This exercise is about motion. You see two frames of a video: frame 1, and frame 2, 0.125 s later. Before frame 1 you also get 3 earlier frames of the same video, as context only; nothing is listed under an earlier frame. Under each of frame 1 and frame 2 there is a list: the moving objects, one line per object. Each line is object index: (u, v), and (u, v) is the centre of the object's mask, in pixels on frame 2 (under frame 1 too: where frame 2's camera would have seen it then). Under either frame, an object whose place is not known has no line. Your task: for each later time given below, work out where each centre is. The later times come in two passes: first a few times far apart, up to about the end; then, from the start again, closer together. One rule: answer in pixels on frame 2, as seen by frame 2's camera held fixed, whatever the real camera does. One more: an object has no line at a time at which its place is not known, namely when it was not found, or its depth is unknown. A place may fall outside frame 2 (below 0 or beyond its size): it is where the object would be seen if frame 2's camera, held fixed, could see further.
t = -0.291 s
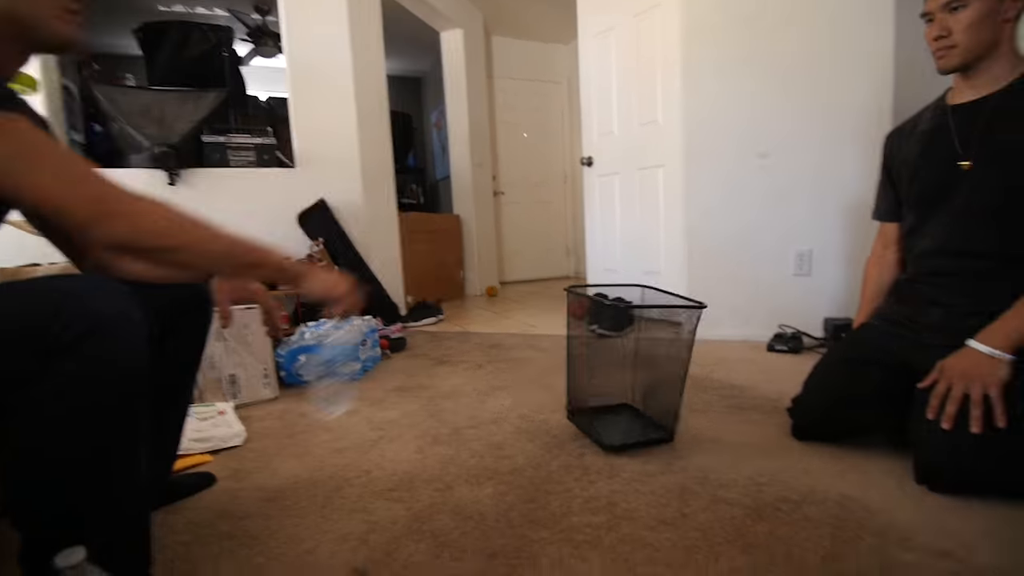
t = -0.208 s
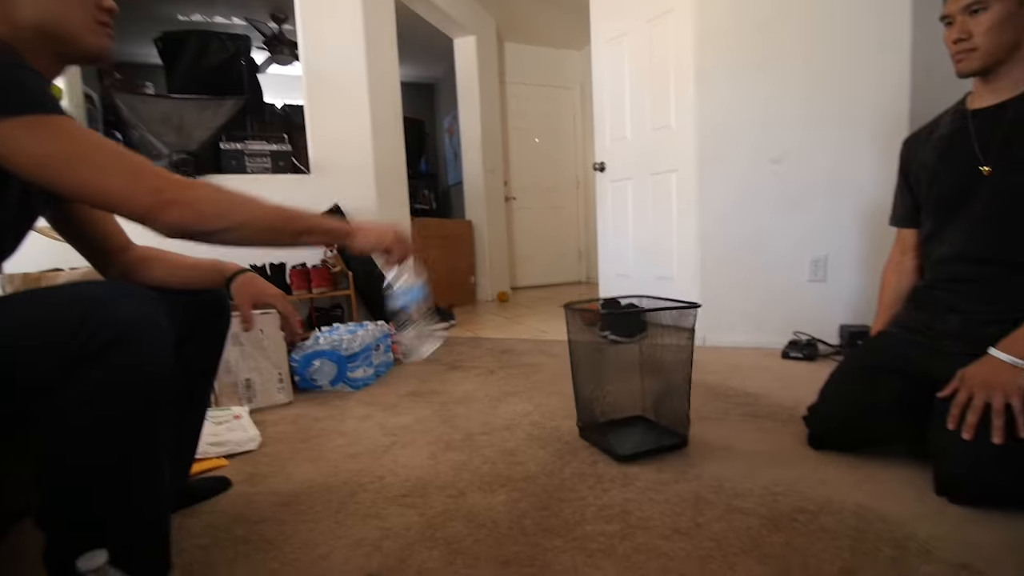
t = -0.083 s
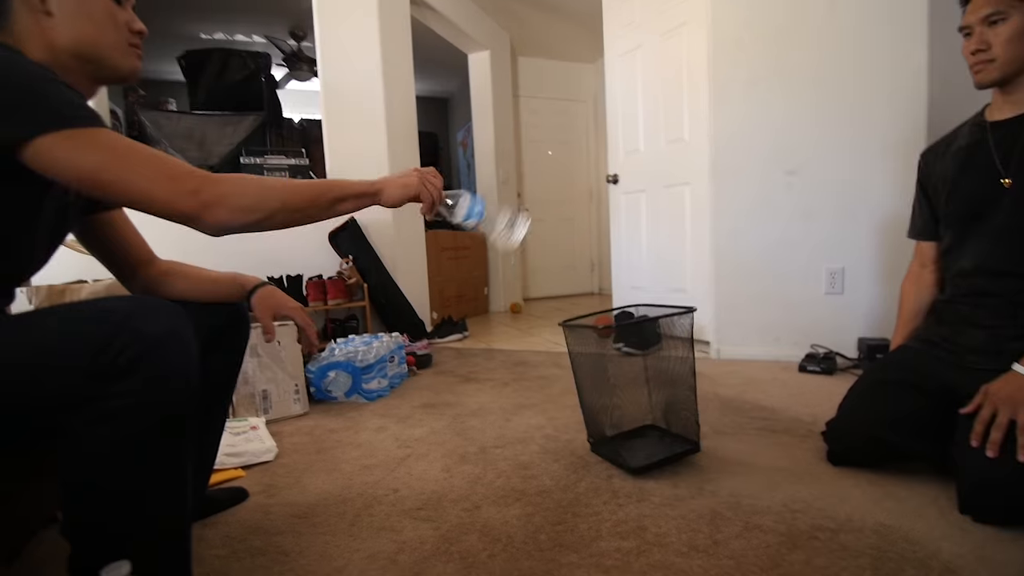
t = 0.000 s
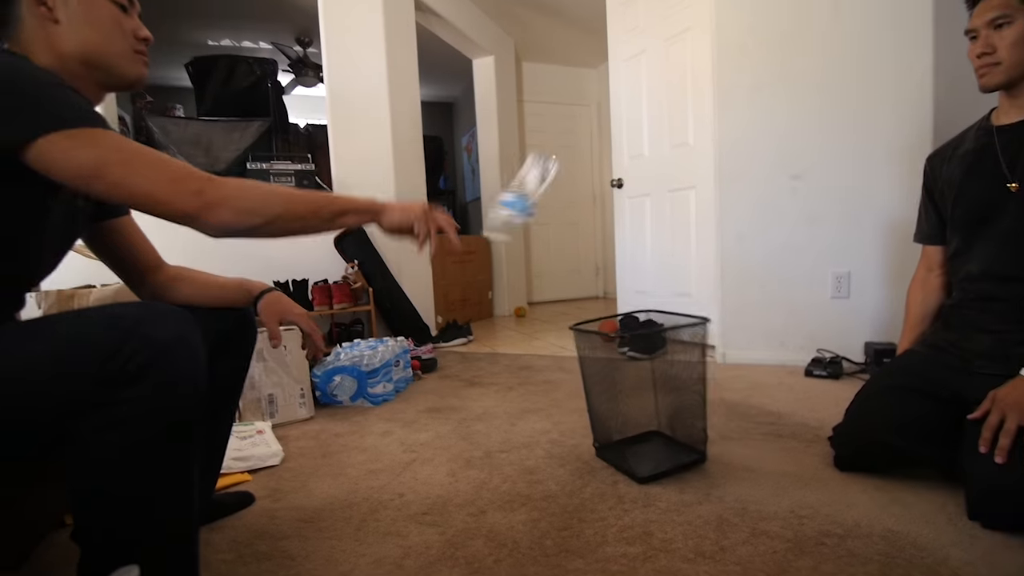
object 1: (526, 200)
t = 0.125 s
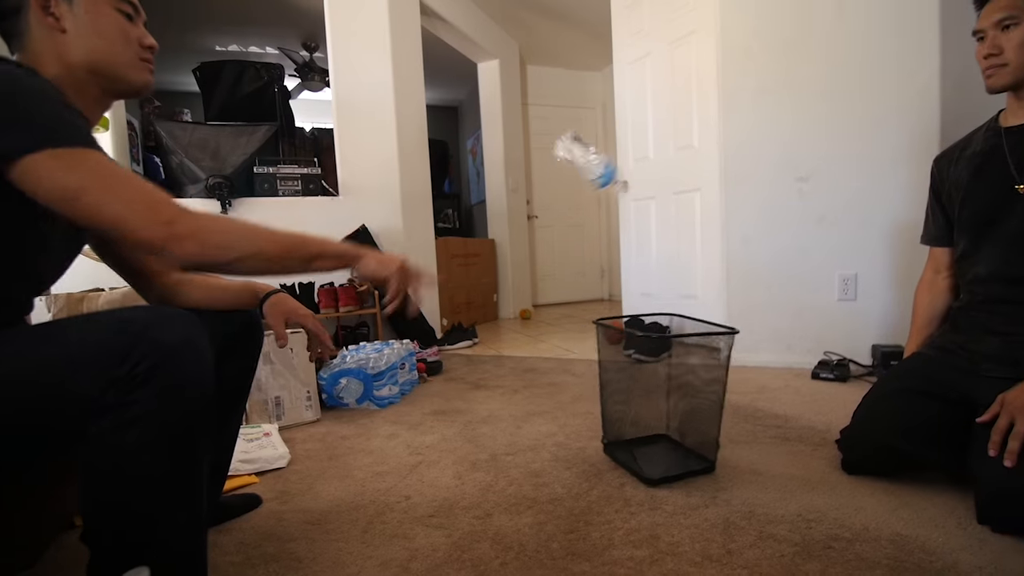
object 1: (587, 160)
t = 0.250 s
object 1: (624, 195)
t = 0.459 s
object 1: (680, 397)
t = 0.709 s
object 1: (666, 424)
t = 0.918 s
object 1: (667, 424)
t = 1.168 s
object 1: (668, 424)
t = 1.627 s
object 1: (668, 424)
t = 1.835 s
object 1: (668, 424)
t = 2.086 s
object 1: (668, 425)
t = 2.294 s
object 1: (669, 424)
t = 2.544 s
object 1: (669, 425)
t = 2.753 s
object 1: (669, 425)
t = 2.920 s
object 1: (669, 425)
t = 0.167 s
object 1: (599, 163)
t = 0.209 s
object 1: (614, 175)
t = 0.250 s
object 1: (624, 195)
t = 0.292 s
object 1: (635, 223)
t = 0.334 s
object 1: (648, 258)
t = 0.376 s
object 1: (658, 298)
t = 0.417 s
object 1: (668, 350)
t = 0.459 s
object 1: (680, 397)
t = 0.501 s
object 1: (683, 423)
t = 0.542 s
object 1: (678, 423)
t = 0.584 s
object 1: (674, 423)
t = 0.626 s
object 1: (671, 424)
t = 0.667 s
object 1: (668, 424)
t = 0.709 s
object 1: (666, 424)
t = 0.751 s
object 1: (666, 424)
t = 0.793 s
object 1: (667, 425)
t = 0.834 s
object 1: (669, 424)
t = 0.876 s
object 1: (668, 424)
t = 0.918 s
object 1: (667, 424)
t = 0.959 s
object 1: (667, 424)
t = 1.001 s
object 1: (668, 424)
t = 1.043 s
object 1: (668, 425)
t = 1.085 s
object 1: (668, 425)
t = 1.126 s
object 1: (668, 424)
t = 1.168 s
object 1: (668, 424)
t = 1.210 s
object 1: (667, 424)
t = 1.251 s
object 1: (668, 424)
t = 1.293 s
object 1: (668, 424)
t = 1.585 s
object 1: (668, 425)
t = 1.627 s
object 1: (668, 424)
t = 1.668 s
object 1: (668, 424)
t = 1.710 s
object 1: (668, 424)
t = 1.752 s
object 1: (668, 424)
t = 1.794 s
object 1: (668, 424)
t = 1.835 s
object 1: (668, 424)
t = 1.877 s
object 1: (668, 424)
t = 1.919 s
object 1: (668, 424)
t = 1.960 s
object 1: (668, 424)
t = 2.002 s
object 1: (668, 424)
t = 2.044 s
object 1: (668, 424)
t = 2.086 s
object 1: (668, 425)
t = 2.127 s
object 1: (669, 424)
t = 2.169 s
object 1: (668, 424)
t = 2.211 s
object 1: (668, 424)
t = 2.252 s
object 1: (668, 425)
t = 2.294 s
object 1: (669, 424)
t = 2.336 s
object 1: (669, 424)
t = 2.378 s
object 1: (669, 424)
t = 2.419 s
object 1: (668, 425)
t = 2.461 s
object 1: (669, 424)
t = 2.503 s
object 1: (669, 425)
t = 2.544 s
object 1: (669, 425)
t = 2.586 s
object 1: (669, 425)
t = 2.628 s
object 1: (669, 424)
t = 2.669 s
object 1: (669, 425)
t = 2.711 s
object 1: (669, 425)
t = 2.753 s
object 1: (669, 425)
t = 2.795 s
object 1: (669, 425)
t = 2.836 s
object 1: (669, 425)
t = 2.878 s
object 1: (669, 425)
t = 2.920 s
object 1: (669, 425)
